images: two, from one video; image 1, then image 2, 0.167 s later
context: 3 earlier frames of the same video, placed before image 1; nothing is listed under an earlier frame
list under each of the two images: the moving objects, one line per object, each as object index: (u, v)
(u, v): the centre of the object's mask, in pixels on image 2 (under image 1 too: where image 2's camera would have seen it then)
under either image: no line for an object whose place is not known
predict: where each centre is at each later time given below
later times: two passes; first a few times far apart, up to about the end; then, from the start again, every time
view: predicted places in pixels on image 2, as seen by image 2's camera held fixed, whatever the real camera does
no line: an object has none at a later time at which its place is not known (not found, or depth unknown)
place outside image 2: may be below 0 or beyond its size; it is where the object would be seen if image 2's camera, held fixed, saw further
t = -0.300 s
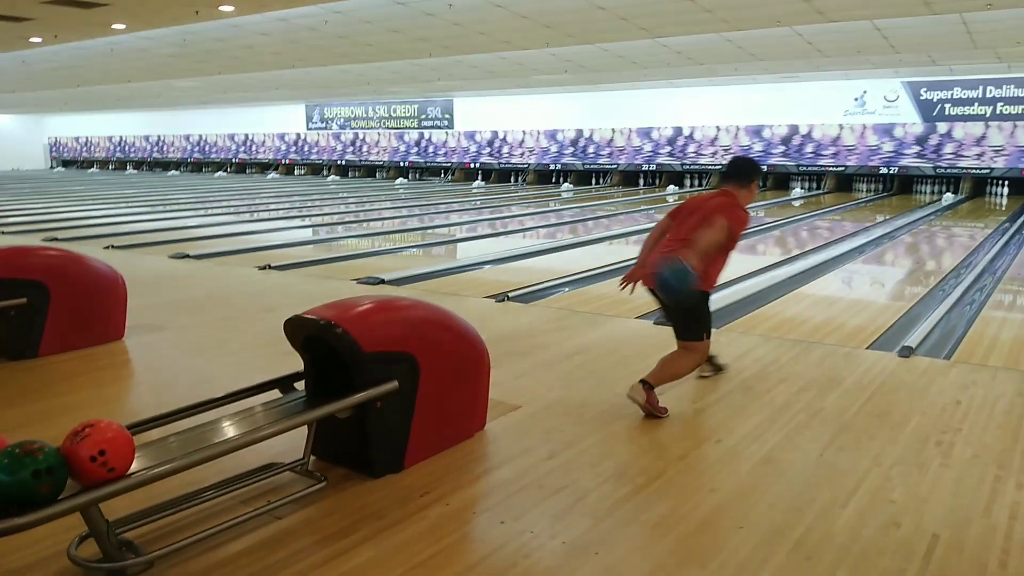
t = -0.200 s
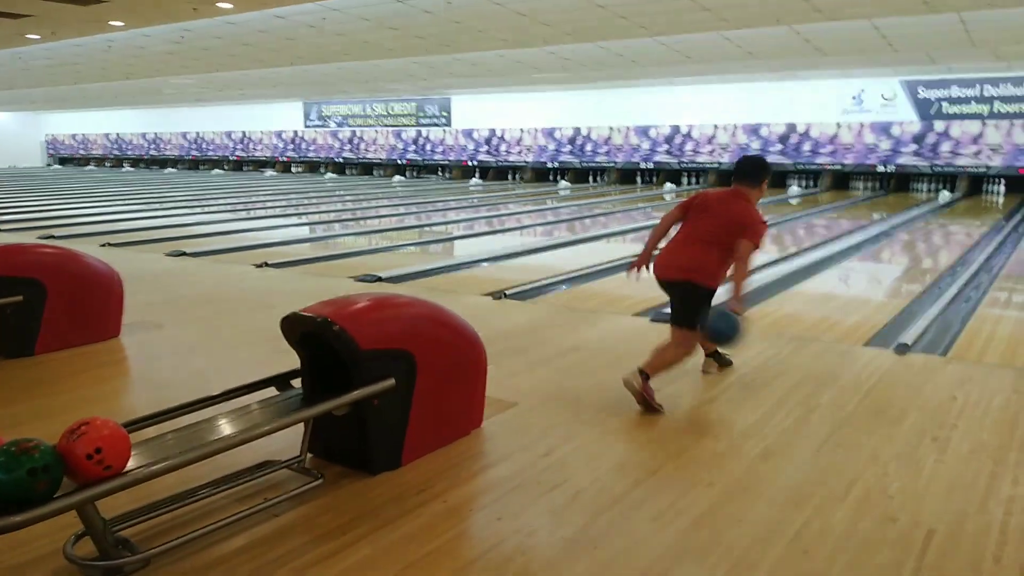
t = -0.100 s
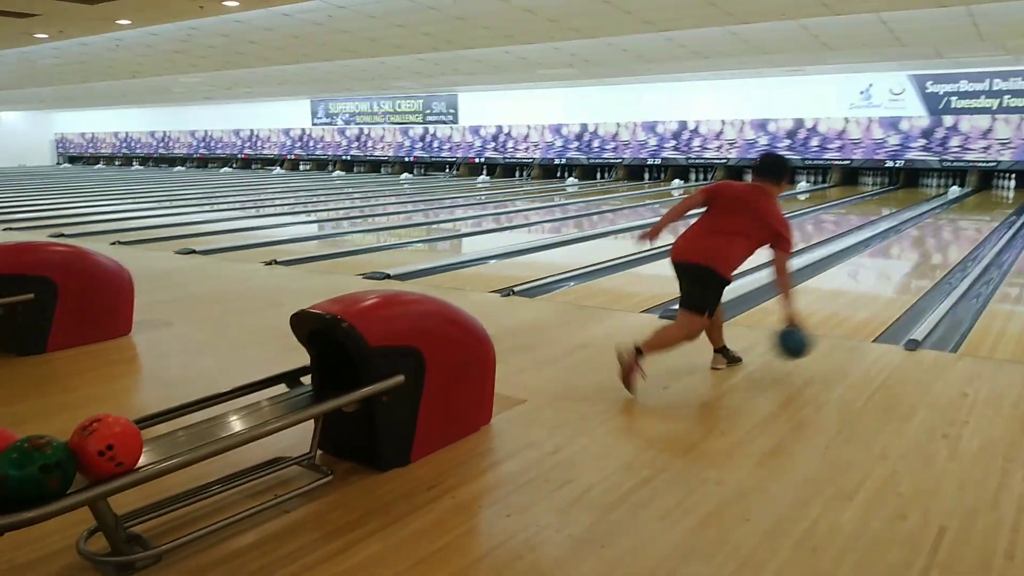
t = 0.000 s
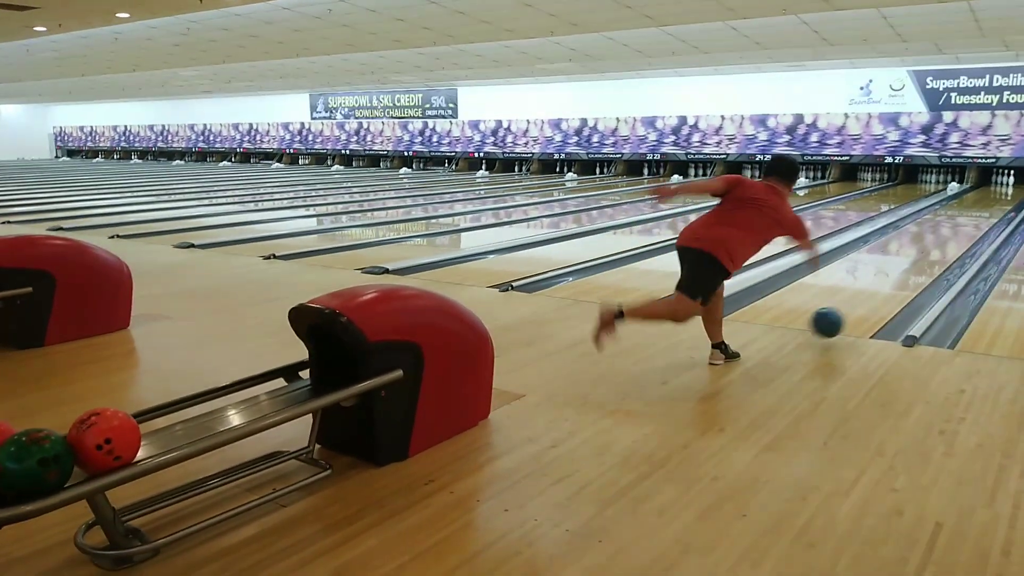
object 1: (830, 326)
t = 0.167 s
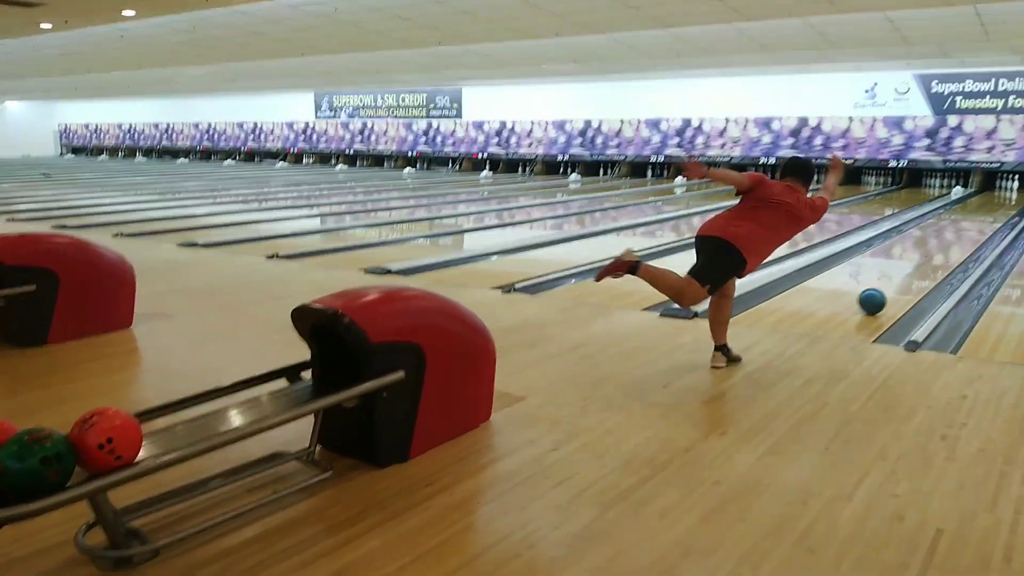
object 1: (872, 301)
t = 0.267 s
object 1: (892, 286)
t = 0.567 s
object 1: (934, 254)
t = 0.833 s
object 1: (959, 236)
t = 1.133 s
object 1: (978, 220)
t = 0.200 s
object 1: (878, 296)
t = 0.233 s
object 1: (885, 290)
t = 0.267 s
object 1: (892, 286)
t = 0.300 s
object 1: (898, 282)
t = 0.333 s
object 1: (904, 278)
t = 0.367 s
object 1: (909, 274)
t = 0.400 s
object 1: (914, 270)
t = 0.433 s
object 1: (918, 266)
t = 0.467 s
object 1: (922, 263)
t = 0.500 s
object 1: (926, 260)
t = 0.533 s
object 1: (930, 257)
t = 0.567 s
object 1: (934, 254)
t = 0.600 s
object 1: (938, 251)
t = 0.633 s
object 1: (941, 249)
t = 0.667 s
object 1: (945, 247)
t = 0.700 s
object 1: (948, 244)
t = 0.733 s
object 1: (950, 242)
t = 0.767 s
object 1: (953, 240)
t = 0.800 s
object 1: (956, 237)
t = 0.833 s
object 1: (959, 236)
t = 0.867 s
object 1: (960, 234)
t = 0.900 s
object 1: (962, 231)
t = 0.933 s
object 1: (966, 229)
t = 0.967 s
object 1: (969, 228)
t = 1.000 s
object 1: (971, 226)
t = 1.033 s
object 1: (977, 224)
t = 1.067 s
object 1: (973, 223)
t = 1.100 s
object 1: (975, 221)
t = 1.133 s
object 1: (978, 220)
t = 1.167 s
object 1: (979, 219)
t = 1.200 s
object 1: (980, 218)
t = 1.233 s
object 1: (982, 216)
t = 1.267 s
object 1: (984, 215)
